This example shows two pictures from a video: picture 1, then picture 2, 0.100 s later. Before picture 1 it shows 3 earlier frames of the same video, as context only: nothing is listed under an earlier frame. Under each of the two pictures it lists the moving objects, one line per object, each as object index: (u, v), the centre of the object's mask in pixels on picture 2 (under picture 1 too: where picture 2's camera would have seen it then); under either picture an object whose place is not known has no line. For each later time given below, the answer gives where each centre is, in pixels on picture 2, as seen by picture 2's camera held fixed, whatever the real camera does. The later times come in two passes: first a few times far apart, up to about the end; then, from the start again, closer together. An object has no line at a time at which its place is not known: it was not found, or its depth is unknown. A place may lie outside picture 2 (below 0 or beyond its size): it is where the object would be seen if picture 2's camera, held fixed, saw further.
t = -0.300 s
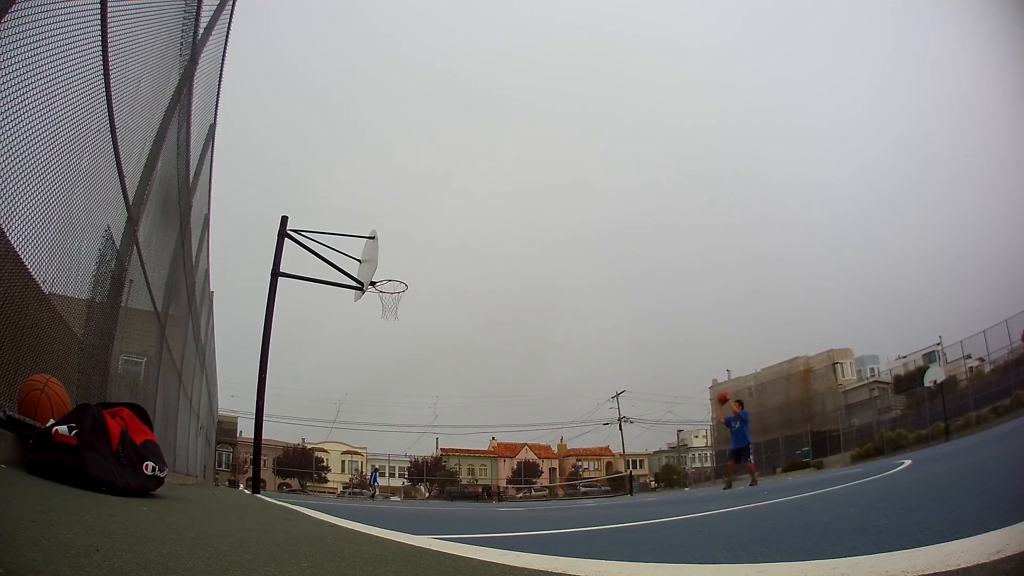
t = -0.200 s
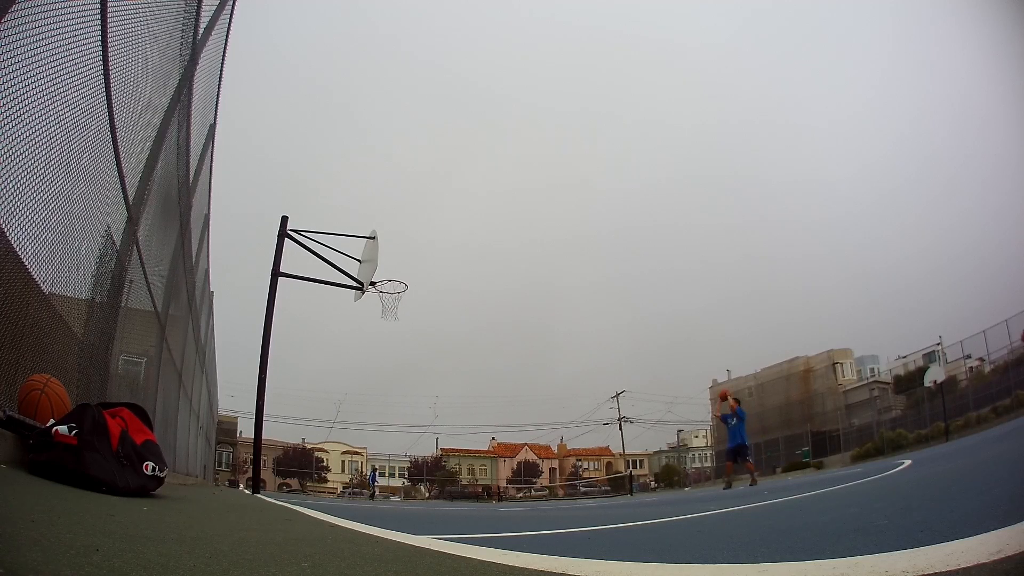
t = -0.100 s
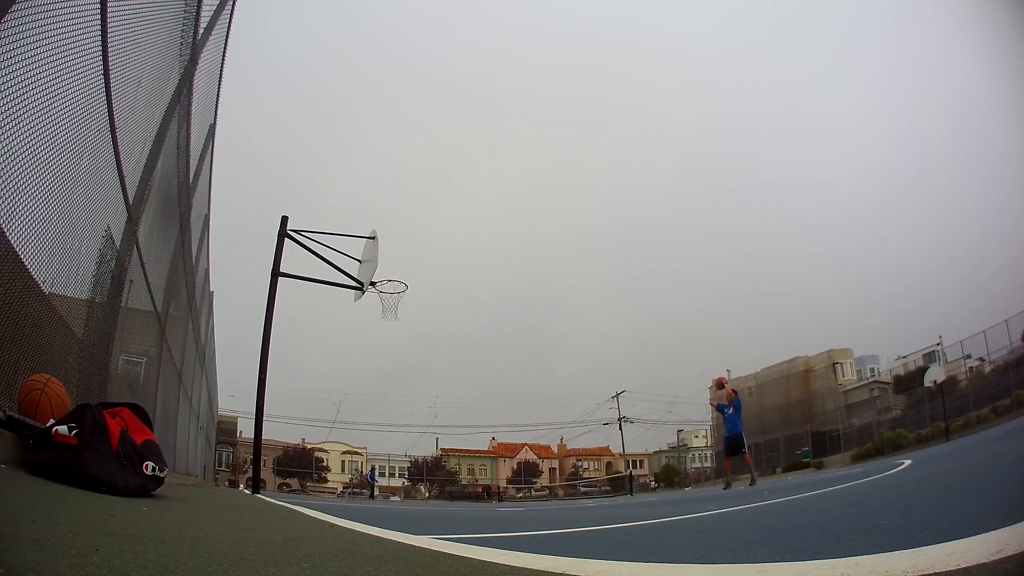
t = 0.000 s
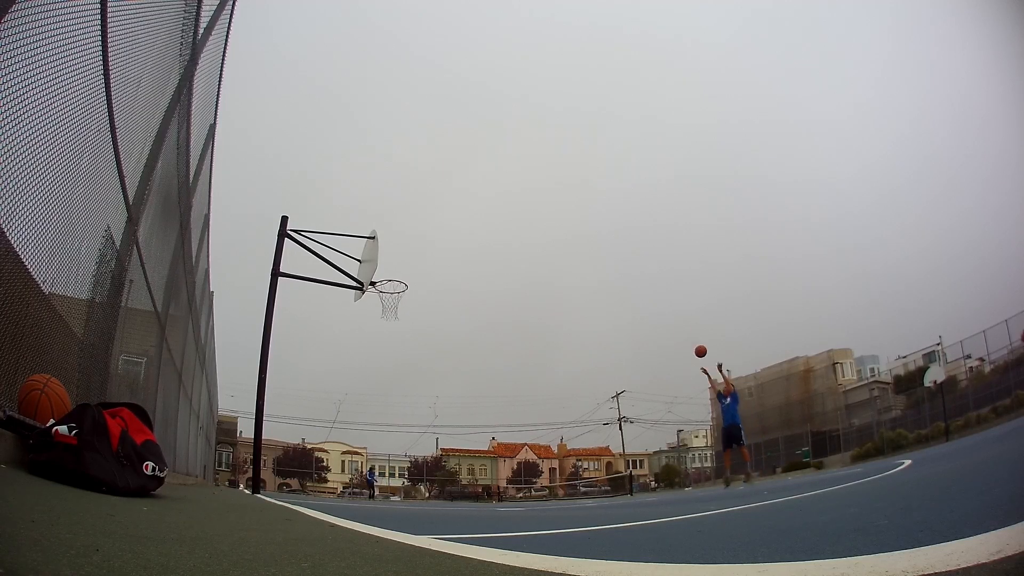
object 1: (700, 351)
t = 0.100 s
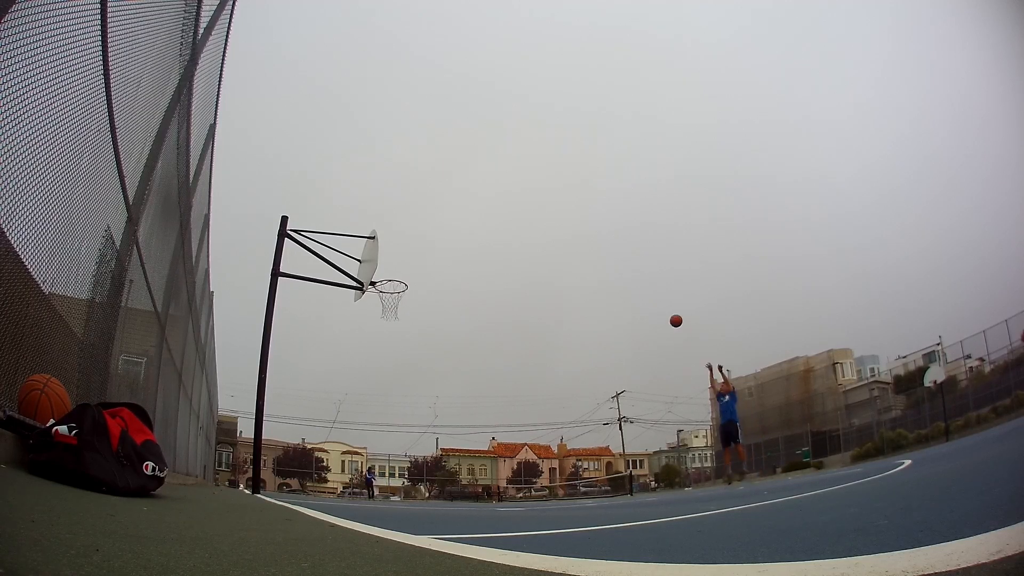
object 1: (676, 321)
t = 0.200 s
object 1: (650, 294)
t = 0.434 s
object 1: (589, 250)
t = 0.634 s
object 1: (533, 233)
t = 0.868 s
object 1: (464, 240)
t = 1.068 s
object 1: (397, 275)
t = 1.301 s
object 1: (414, 342)
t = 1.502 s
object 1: (447, 426)
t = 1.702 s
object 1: (480, 475)
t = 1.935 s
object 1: (514, 403)
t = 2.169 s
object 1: (548, 372)
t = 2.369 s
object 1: (576, 373)
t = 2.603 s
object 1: (609, 407)
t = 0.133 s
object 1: (668, 311)
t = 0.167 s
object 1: (659, 302)
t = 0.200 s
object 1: (650, 294)
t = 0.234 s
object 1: (642, 287)
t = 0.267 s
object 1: (633, 279)
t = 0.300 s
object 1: (624, 272)
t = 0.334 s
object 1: (616, 266)
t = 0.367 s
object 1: (607, 260)
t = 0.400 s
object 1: (598, 255)
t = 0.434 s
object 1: (589, 250)
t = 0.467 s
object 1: (580, 245)
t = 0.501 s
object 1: (571, 242)
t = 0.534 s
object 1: (562, 239)
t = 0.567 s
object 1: (552, 236)
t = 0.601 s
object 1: (543, 234)
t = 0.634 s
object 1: (533, 233)
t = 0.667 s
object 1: (524, 232)
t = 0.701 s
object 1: (514, 232)
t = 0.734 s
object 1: (504, 232)
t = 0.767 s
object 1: (494, 233)
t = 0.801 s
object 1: (484, 235)
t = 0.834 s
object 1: (474, 237)
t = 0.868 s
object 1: (464, 240)
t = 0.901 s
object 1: (453, 244)
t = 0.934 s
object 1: (442, 249)
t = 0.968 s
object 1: (431, 254)
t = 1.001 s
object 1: (420, 261)
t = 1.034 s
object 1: (409, 268)
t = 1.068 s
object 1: (397, 275)
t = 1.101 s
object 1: (385, 284)
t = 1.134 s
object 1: (386, 294)
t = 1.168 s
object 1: (392, 303)
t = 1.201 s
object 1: (398, 312)
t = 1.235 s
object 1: (403, 322)
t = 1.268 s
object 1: (408, 331)
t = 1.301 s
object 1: (414, 342)
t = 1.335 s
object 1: (419, 354)
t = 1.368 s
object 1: (425, 367)
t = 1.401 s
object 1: (430, 381)
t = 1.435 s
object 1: (436, 395)
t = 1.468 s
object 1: (441, 410)
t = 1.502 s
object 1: (447, 426)
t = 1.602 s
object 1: (464, 479)
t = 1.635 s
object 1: (470, 498)
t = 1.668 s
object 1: (476, 488)
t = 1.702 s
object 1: (480, 475)
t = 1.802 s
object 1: (495, 439)
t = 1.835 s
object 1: (500, 429)
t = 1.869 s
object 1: (505, 420)
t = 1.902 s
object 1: (510, 411)
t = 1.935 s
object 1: (514, 403)
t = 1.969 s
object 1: (519, 397)
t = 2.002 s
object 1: (524, 390)
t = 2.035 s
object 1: (529, 385)
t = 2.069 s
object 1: (534, 381)
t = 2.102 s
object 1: (538, 377)
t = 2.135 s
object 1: (543, 374)
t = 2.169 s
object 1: (548, 372)
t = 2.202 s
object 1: (552, 370)
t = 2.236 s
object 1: (557, 369)
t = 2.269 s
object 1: (562, 369)
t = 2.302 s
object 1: (566, 370)
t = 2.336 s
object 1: (571, 371)
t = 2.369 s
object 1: (576, 373)
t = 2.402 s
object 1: (580, 376)
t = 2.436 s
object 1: (585, 379)
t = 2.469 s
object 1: (590, 383)
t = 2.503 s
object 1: (594, 388)
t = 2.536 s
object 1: (599, 393)
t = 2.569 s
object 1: (604, 400)
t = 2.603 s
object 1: (609, 407)
